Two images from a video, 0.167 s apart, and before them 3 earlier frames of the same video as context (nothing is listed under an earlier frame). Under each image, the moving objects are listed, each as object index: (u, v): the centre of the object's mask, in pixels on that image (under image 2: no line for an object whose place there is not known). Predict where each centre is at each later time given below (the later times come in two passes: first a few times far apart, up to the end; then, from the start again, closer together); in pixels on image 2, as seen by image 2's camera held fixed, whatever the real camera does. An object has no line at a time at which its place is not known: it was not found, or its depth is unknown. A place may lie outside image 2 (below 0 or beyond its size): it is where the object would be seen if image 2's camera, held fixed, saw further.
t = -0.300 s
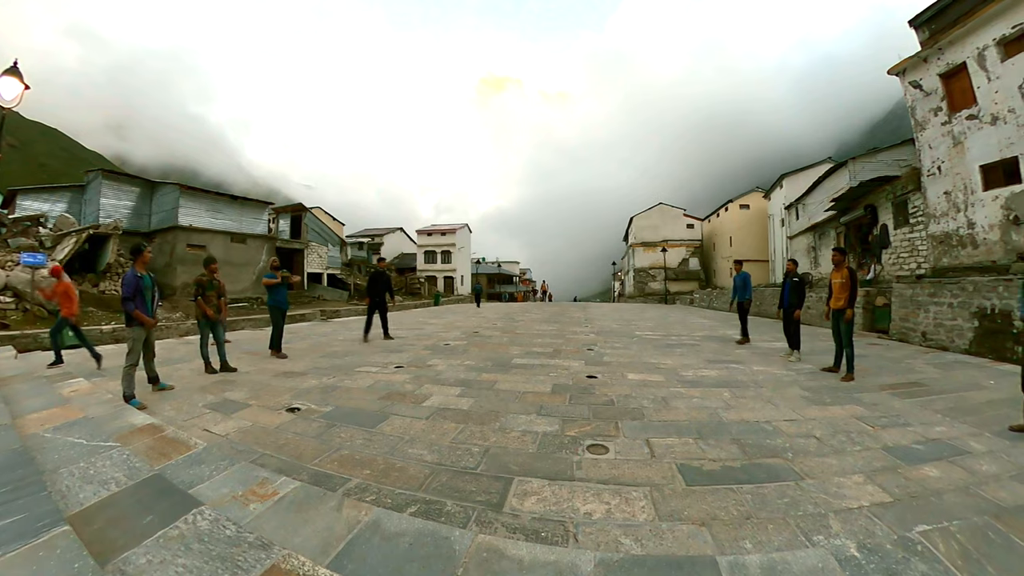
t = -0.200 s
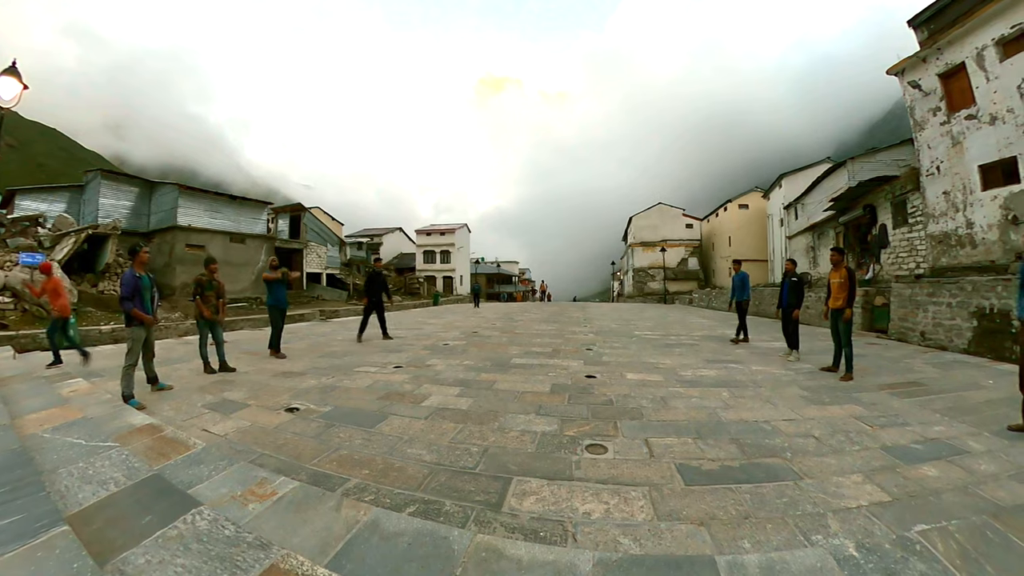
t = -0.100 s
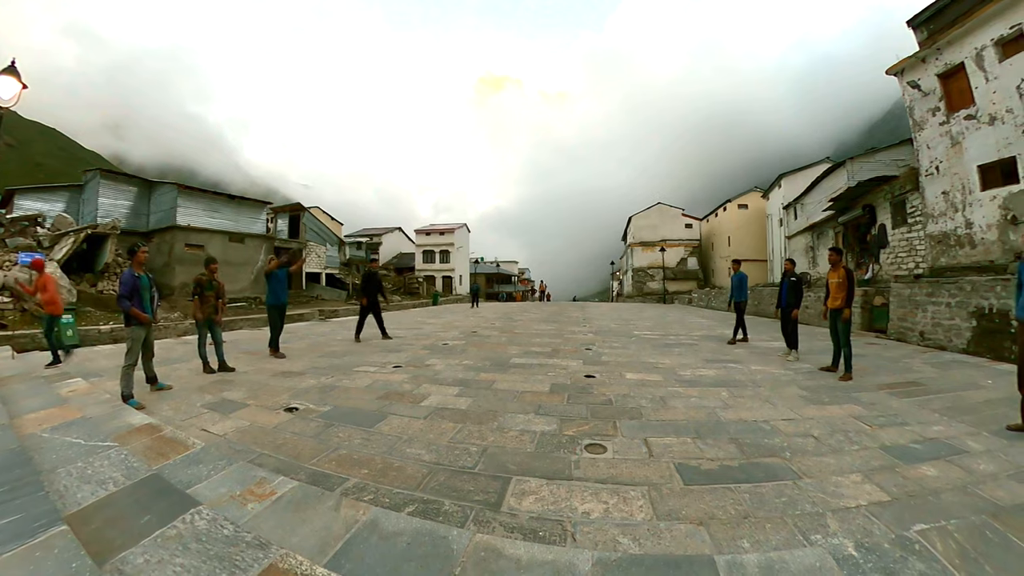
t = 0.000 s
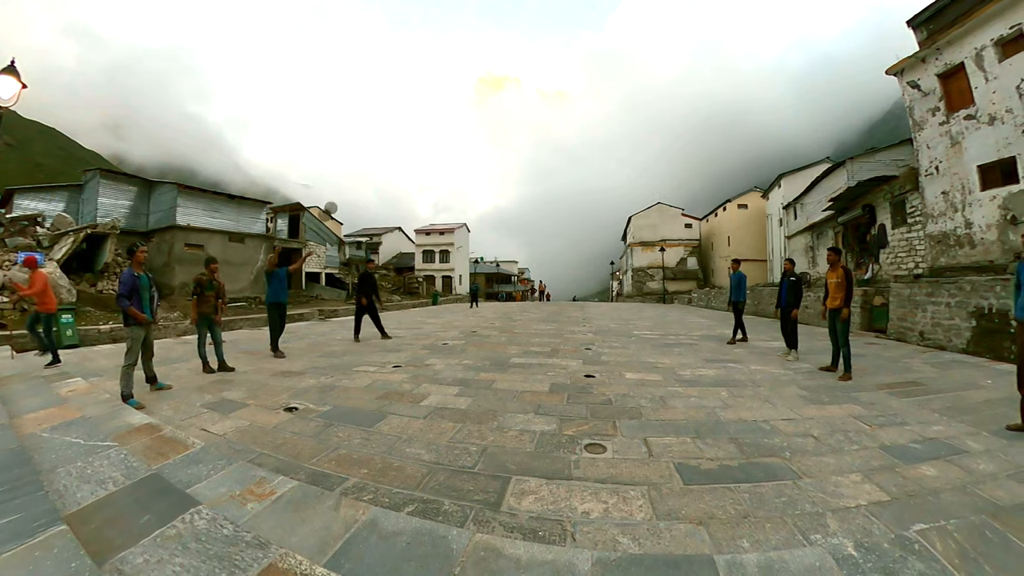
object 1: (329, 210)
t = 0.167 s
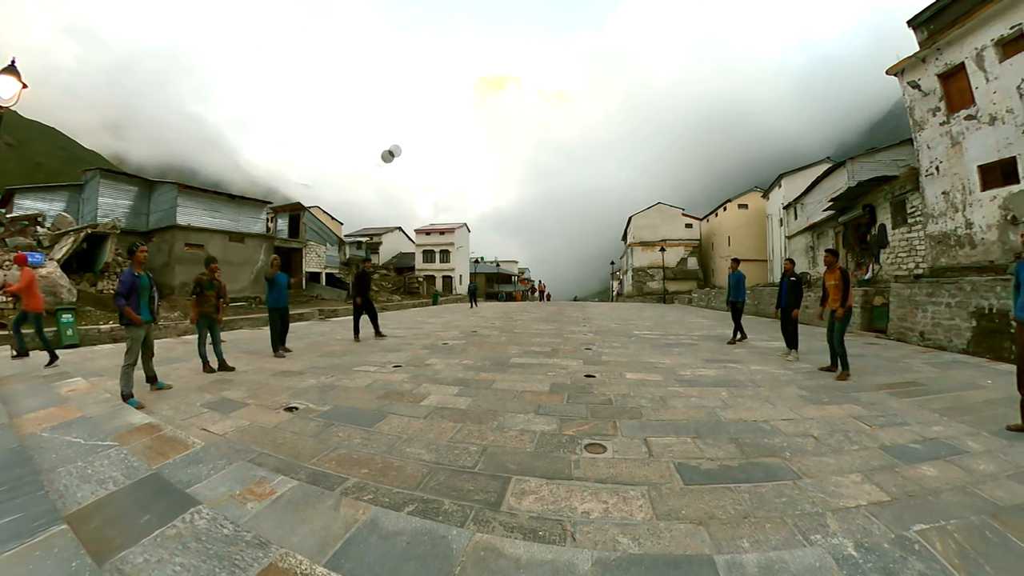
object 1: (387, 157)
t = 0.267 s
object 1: (434, 128)
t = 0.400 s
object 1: (484, 108)
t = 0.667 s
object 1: (609, 104)
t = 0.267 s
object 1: (434, 128)
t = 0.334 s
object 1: (458, 117)
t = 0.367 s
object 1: (475, 111)
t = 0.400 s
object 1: (484, 108)
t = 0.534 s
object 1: (546, 99)
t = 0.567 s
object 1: (563, 99)
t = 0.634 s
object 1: (591, 101)
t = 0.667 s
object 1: (609, 104)
